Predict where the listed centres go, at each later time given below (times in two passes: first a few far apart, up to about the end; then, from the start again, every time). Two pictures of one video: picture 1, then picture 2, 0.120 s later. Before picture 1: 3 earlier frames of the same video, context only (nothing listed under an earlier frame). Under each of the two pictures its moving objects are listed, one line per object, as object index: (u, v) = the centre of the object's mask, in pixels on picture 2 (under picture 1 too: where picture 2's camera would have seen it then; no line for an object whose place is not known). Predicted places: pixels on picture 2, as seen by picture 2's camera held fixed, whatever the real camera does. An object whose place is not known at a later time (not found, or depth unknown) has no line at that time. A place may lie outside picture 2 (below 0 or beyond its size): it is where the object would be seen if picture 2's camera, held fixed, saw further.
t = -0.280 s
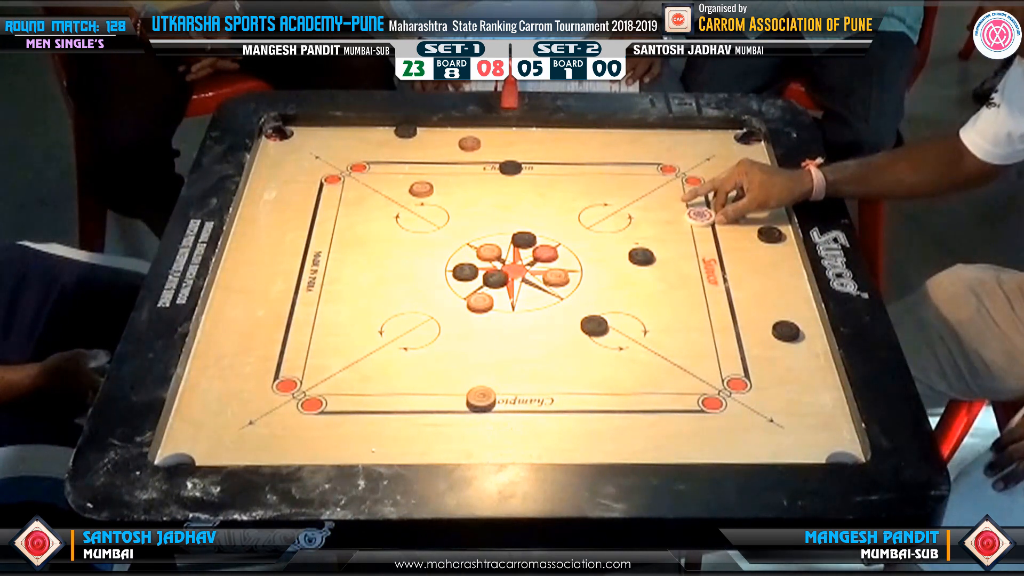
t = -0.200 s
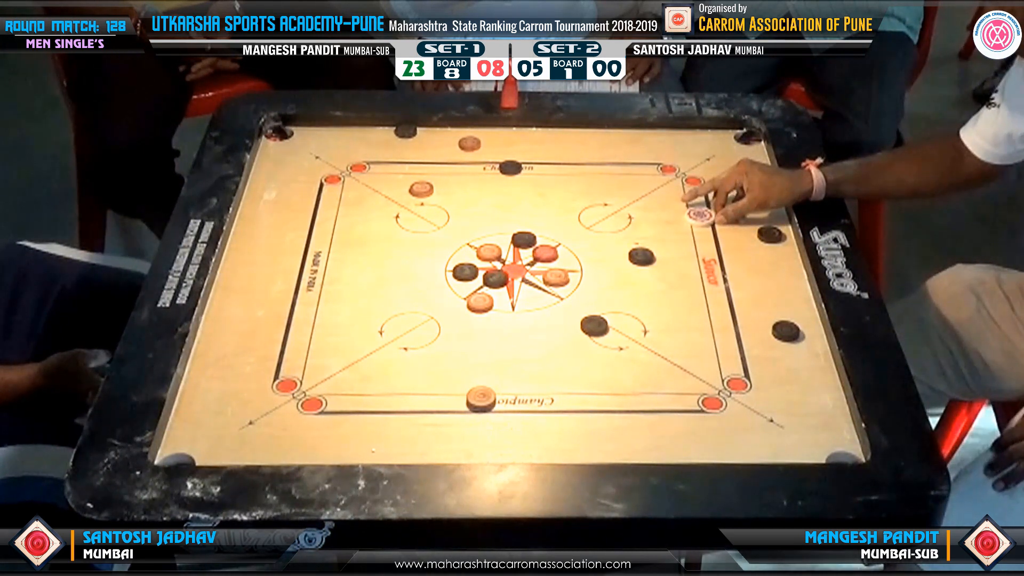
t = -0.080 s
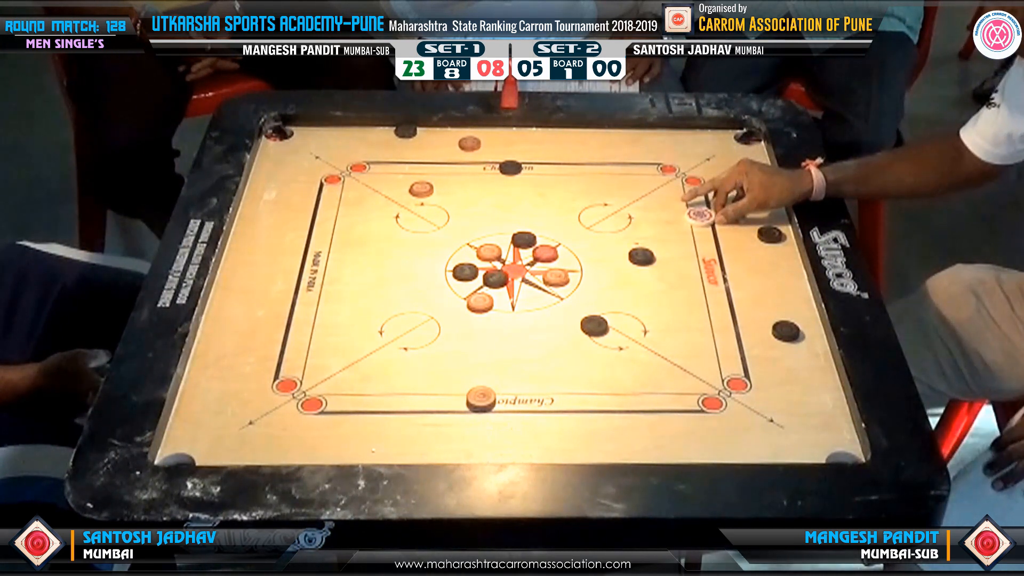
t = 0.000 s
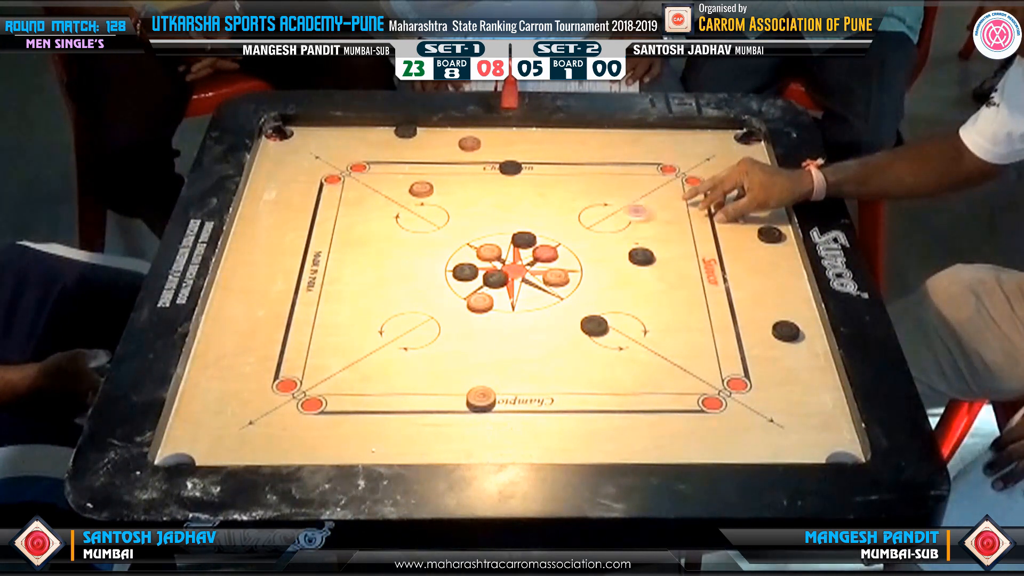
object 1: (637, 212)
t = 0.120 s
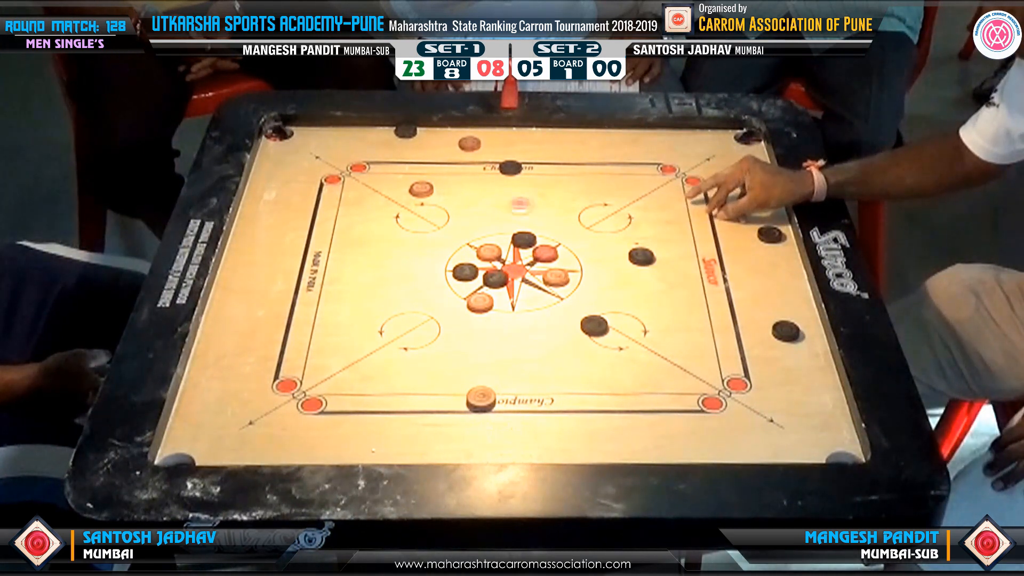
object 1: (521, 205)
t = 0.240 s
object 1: (423, 202)
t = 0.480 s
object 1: (305, 215)
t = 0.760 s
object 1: (263, 224)
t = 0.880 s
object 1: (270, 225)
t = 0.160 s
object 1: (483, 203)
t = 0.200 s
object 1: (450, 200)
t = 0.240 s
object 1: (423, 202)
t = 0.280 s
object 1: (400, 205)
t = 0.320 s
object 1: (378, 207)
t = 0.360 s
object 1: (358, 209)
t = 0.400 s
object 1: (338, 211)
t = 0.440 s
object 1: (321, 213)
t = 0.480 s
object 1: (305, 215)
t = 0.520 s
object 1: (289, 217)
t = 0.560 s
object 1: (276, 219)
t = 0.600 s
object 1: (263, 220)
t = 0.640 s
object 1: (252, 222)
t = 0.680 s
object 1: (252, 223)
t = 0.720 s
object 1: (257, 224)
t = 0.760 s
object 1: (263, 224)
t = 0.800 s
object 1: (266, 225)
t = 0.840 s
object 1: (269, 225)
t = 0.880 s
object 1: (270, 225)
